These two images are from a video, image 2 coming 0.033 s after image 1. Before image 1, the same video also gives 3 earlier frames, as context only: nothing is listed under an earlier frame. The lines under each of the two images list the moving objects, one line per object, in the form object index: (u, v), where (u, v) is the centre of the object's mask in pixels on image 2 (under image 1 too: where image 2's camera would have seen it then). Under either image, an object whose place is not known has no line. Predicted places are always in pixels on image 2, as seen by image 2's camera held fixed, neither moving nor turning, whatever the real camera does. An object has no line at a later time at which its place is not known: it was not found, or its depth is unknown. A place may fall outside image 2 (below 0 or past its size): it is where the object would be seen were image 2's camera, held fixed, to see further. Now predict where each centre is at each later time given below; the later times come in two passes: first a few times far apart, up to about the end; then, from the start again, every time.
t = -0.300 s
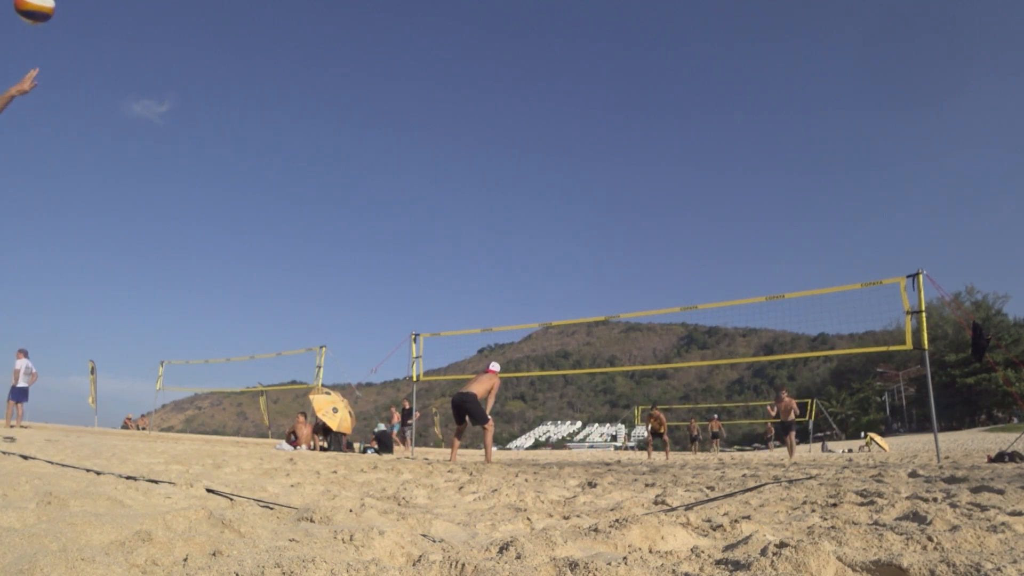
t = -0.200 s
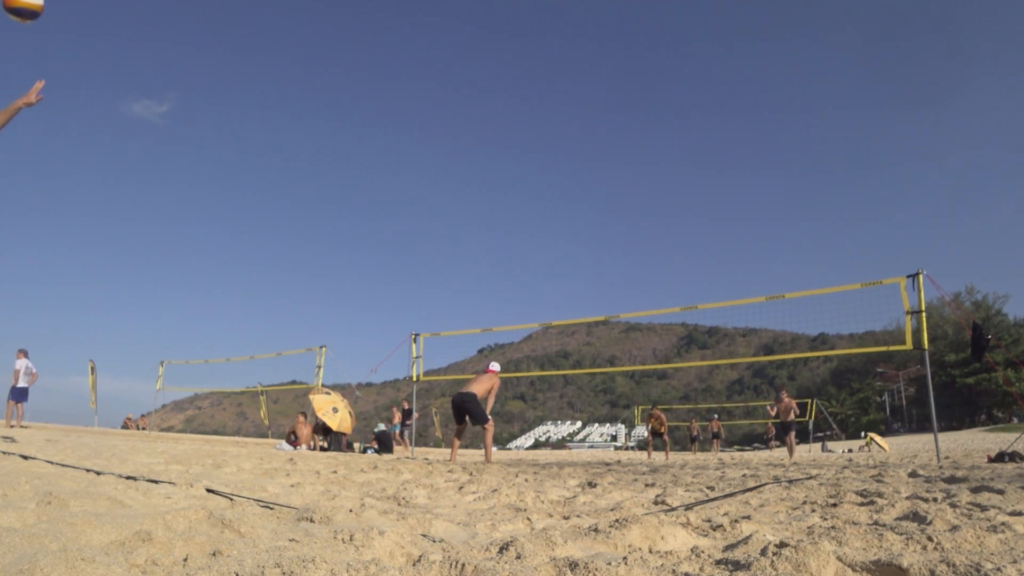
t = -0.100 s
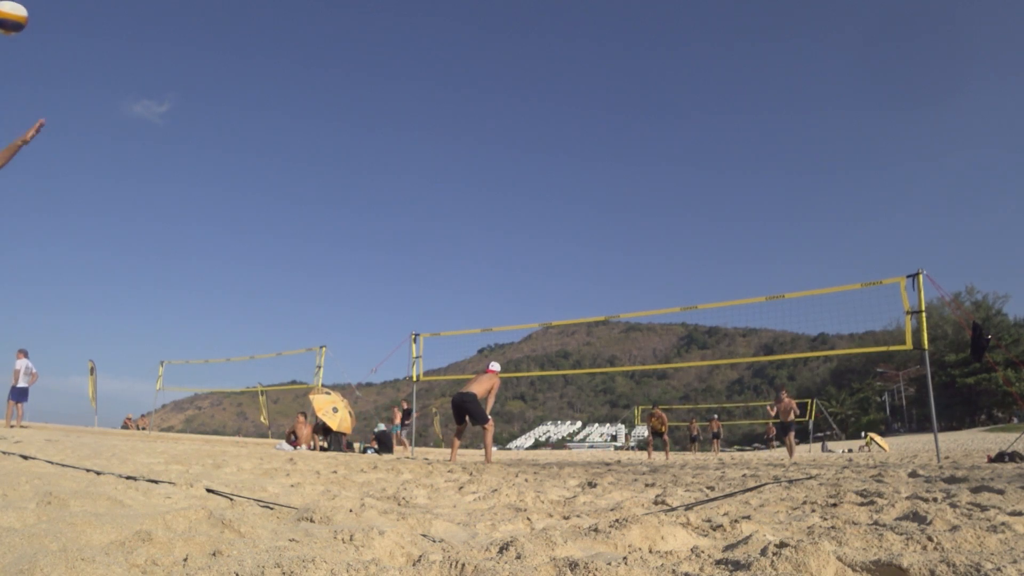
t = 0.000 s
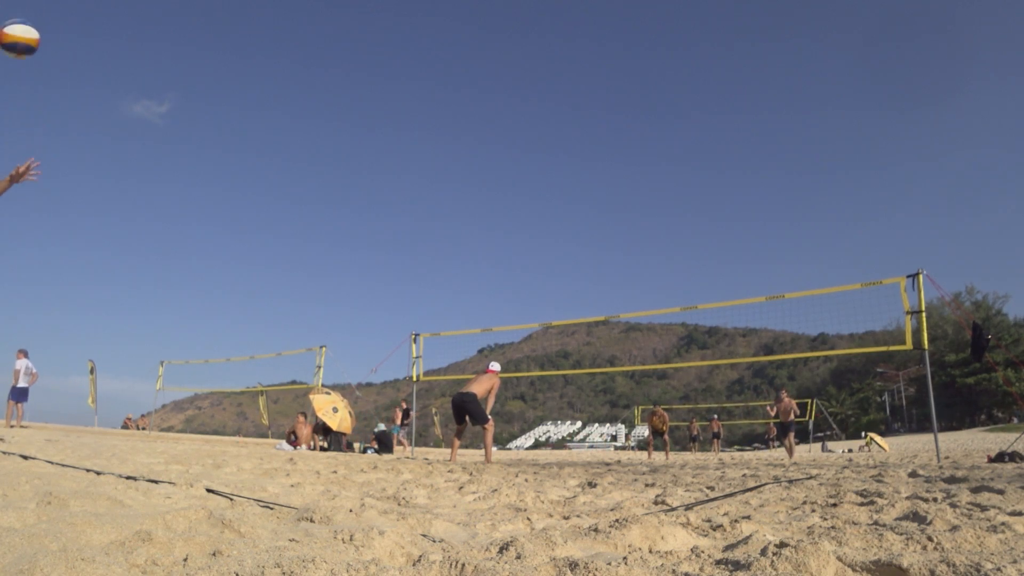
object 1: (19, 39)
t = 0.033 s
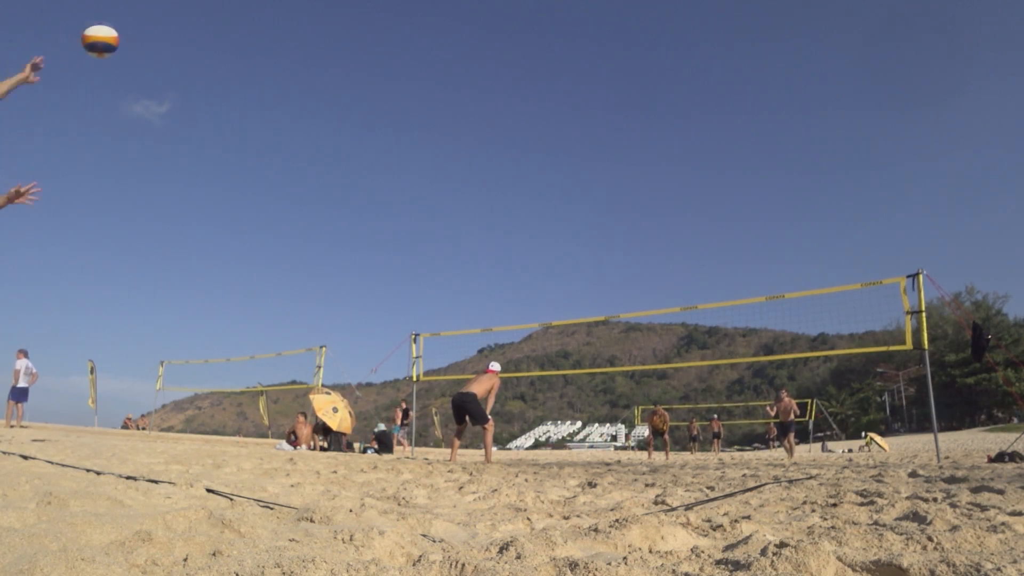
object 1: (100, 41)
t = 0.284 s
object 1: (453, 82)
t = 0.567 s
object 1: (613, 148)
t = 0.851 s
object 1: (694, 229)
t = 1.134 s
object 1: (745, 322)
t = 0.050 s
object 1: (137, 42)
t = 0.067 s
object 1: (171, 43)
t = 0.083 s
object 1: (202, 44)
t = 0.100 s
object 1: (232, 46)
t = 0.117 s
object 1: (260, 48)
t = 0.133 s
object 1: (285, 51)
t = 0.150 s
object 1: (309, 53)
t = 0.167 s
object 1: (331, 57)
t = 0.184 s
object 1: (352, 60)
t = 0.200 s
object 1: (372, 63)
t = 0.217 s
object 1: (390, 67)
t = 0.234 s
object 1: (407, 71)
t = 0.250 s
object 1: (423, 74)
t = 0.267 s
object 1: (439, 78)
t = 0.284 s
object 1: (453, 82)
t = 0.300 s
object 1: (467, 86)
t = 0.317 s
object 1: (480, 90)
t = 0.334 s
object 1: (493, 93)
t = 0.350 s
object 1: (504, 97)
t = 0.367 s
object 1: (515, 101)
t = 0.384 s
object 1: (525, 105)
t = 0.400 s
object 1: (535, 109)
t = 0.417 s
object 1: (544, 113)
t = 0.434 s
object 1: (553, 117)
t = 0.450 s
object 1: (562, 121)
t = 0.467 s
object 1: (569, 125)
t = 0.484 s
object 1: (578, 129)
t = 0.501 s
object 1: (585, 132)
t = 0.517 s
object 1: (592, 136)
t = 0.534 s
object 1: (599, 140)
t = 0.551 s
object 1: (606, 145)
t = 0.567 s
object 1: (613, 148)
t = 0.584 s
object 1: (619, 152)
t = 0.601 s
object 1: (625, 157)
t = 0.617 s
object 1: (630, 161)
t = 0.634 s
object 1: (635, 166)
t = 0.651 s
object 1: (641, 171)
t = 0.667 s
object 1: (646, 175)
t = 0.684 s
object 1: (651, 180)
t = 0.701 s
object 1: (656, 185)
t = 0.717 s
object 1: (661, 190)
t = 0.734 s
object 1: (665, 194)
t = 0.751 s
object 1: (669, 200)
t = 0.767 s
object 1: (674, 204)
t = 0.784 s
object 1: (678, 209)
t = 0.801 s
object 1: (682, 214)
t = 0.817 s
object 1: (686, 219)
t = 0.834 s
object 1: (690, 224)
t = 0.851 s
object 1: (694, 229)
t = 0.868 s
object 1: (698, 234)
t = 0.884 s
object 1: (701, 239)
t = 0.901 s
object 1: (704, 245)
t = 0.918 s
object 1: (708, 250)
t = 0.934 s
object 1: (711, 255)
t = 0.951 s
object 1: (714, 261)
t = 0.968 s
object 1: (718, 266)
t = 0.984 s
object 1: (721, 272)
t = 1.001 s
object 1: (724, 277)
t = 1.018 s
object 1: (727, 283)
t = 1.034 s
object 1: (730, 288)
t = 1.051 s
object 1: (732, 294)
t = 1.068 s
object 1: (735, 298)
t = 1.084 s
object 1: (738, 307)
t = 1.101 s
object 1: (740, 310)
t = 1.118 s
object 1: (742, 316)
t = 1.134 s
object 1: (745, 322)
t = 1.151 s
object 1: (748, 327)
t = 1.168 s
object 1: (751, 332)
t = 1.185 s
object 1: (754, 338)
